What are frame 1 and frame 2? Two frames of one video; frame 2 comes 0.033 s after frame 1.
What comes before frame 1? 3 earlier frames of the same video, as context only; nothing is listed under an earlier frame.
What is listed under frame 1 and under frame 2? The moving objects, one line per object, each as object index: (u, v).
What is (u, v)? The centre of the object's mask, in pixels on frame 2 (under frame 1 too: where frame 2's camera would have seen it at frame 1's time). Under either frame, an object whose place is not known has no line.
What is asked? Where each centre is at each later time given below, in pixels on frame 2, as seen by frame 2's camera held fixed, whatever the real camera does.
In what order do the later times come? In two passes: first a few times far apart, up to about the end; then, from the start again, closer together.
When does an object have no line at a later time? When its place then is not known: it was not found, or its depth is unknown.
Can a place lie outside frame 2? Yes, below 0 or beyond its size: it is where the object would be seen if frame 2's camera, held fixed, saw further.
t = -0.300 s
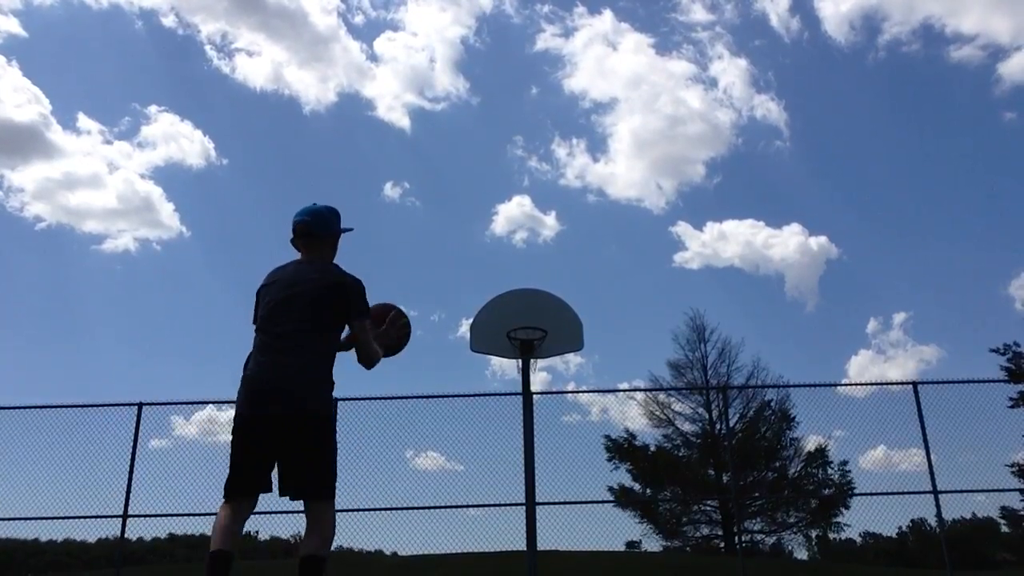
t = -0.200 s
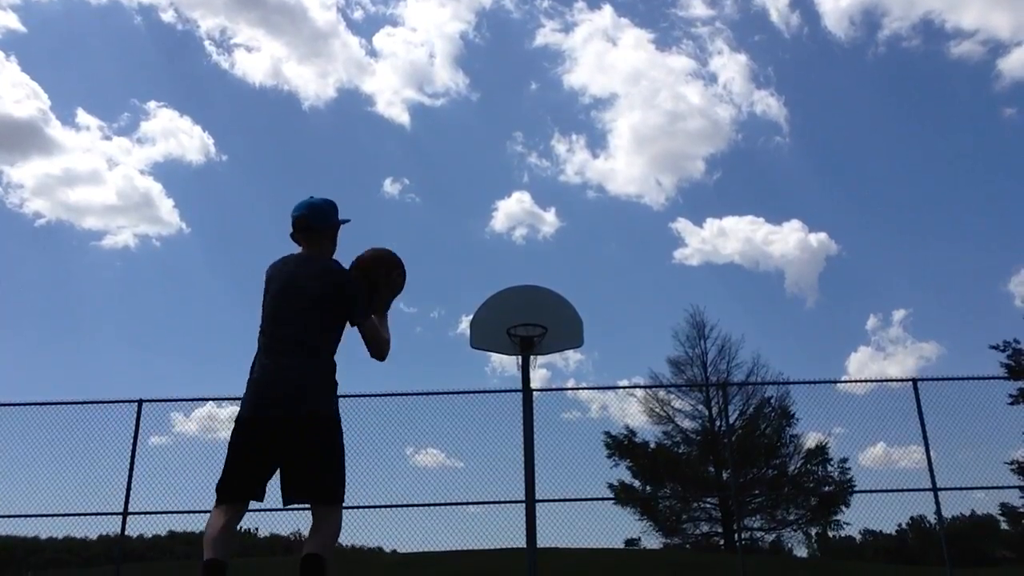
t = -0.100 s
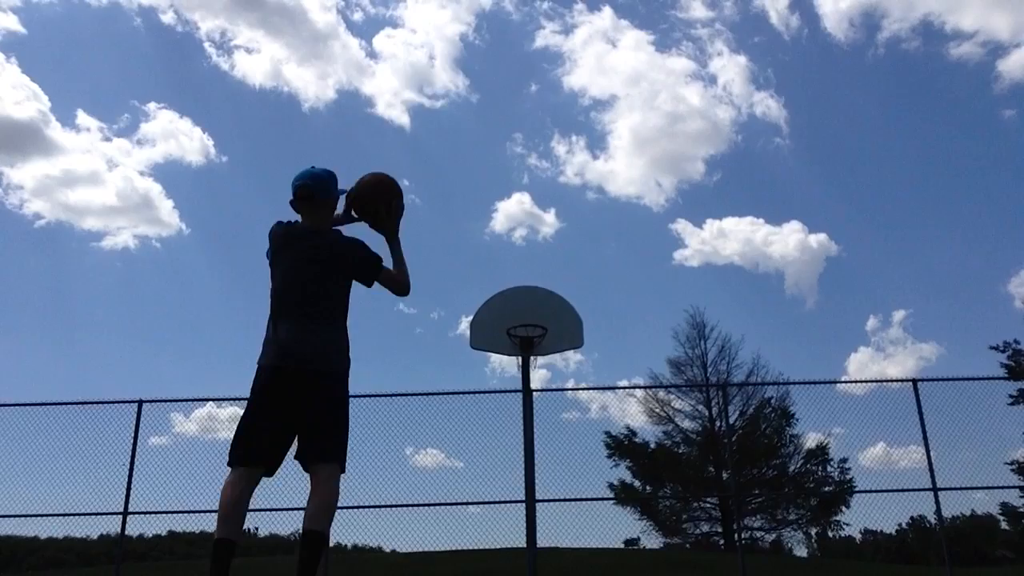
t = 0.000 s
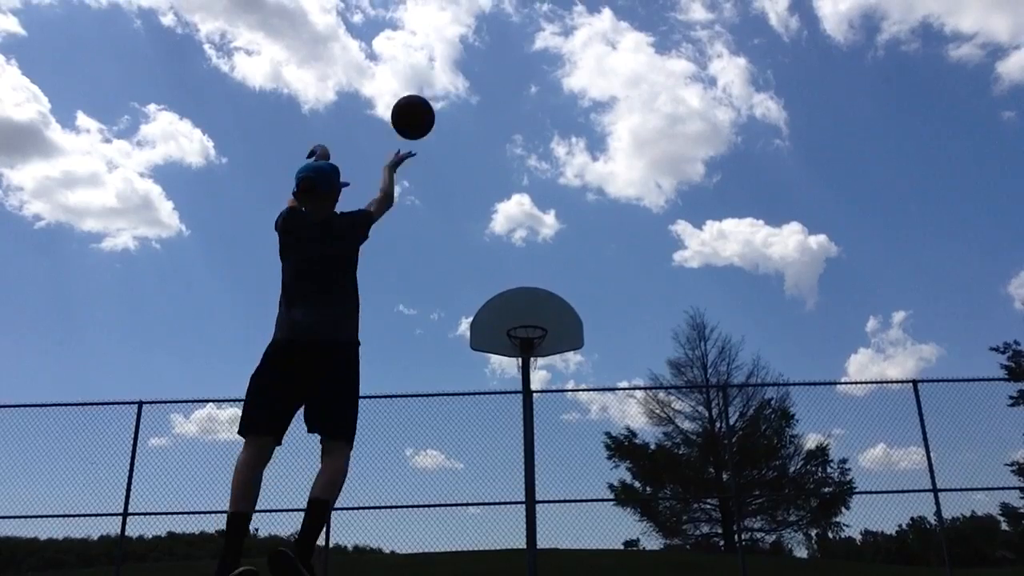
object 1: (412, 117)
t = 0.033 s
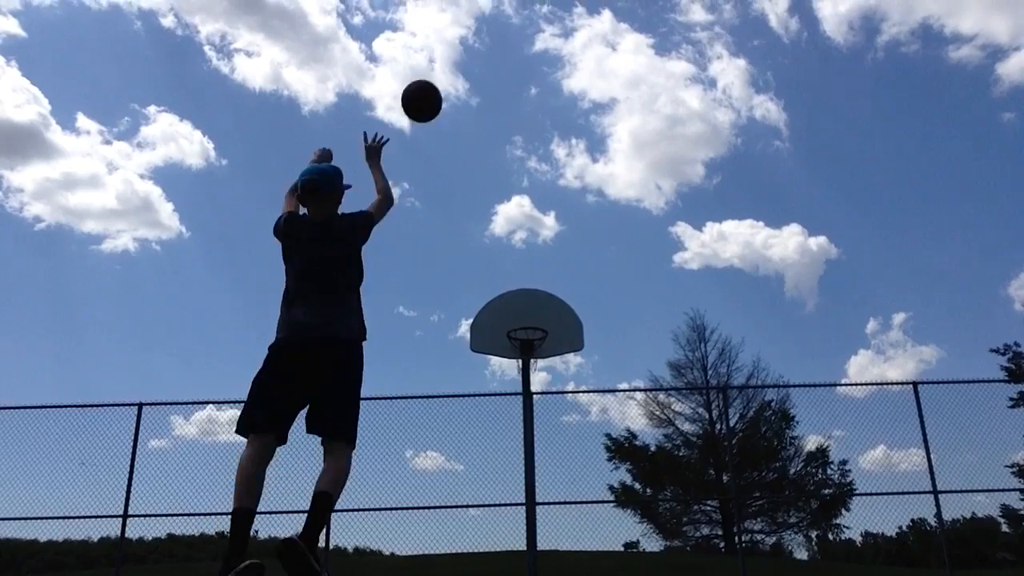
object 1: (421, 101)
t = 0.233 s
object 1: (461, 60)
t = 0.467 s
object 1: (490, 73)
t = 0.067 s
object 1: (429, 95)
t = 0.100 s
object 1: (437, 81)
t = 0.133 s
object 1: (444, 63)
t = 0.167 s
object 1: (450, 63)
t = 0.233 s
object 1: (461, 60)
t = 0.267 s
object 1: (466, 54)
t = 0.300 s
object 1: (470, 55)
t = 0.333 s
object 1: (475, 62)
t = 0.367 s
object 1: (479, 67)
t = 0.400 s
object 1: (483, 64)
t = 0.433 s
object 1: (486, 64)
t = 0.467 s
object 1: (490, 73)
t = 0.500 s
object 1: (493, 82)
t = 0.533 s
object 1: (496, 88)
